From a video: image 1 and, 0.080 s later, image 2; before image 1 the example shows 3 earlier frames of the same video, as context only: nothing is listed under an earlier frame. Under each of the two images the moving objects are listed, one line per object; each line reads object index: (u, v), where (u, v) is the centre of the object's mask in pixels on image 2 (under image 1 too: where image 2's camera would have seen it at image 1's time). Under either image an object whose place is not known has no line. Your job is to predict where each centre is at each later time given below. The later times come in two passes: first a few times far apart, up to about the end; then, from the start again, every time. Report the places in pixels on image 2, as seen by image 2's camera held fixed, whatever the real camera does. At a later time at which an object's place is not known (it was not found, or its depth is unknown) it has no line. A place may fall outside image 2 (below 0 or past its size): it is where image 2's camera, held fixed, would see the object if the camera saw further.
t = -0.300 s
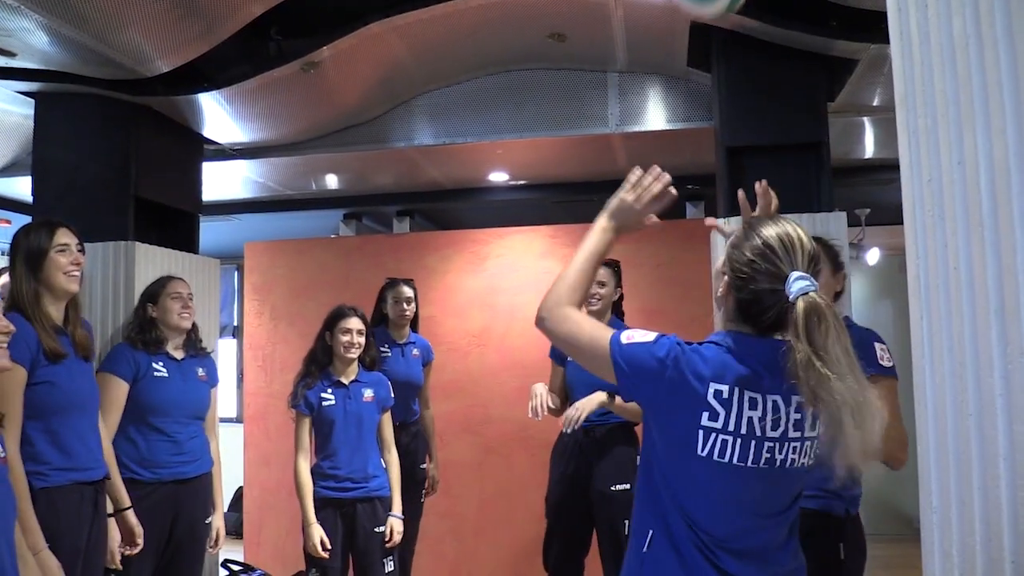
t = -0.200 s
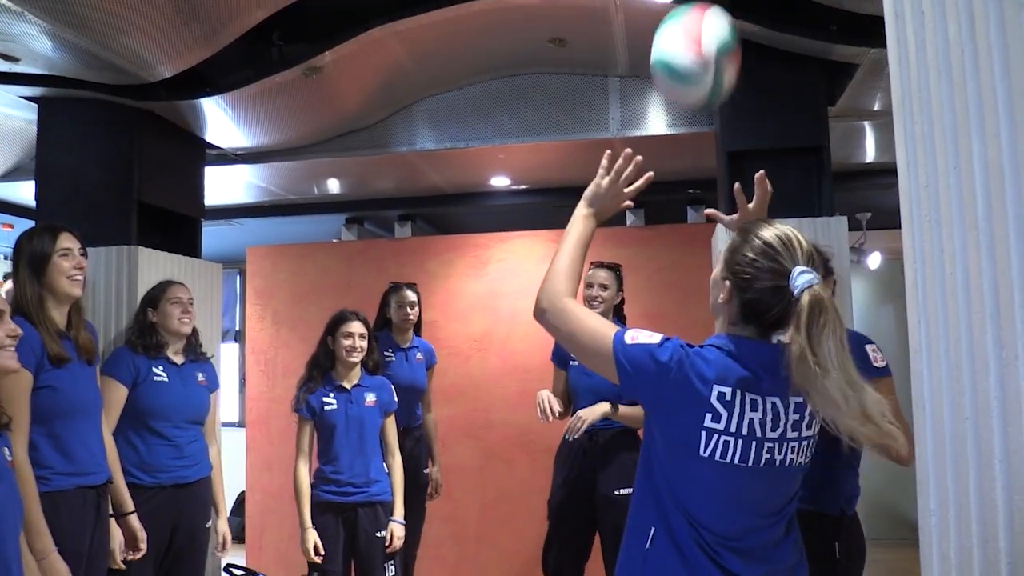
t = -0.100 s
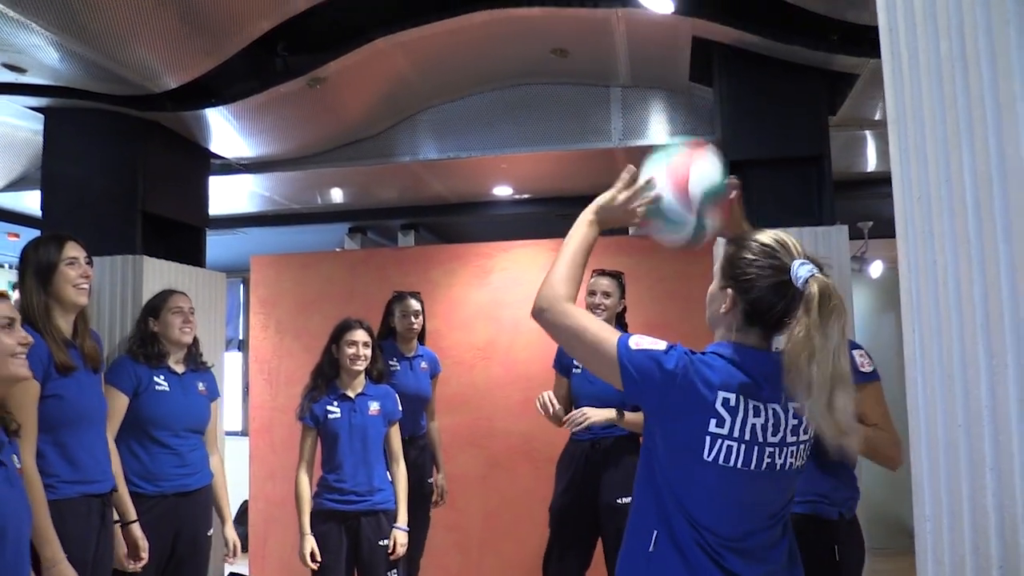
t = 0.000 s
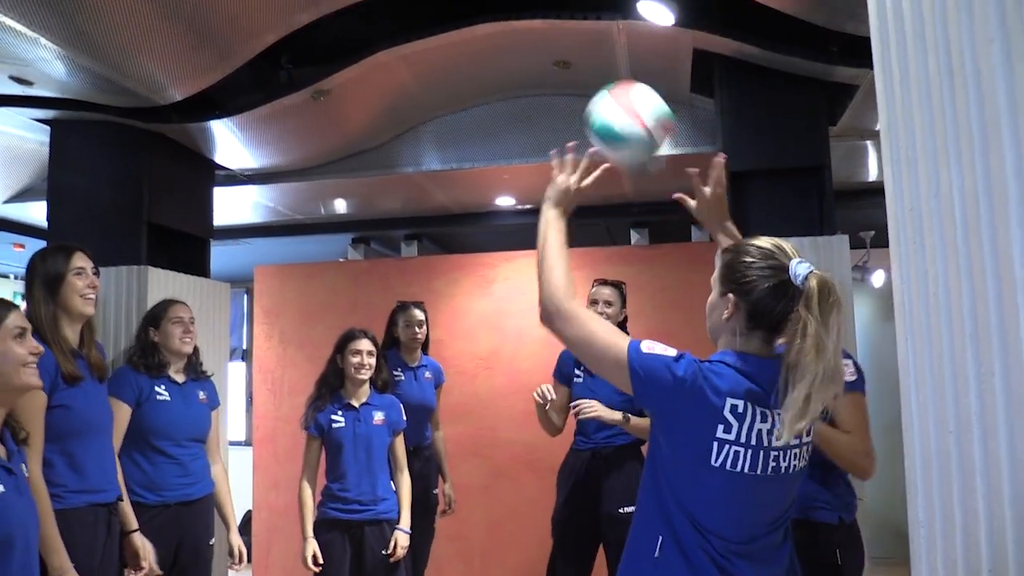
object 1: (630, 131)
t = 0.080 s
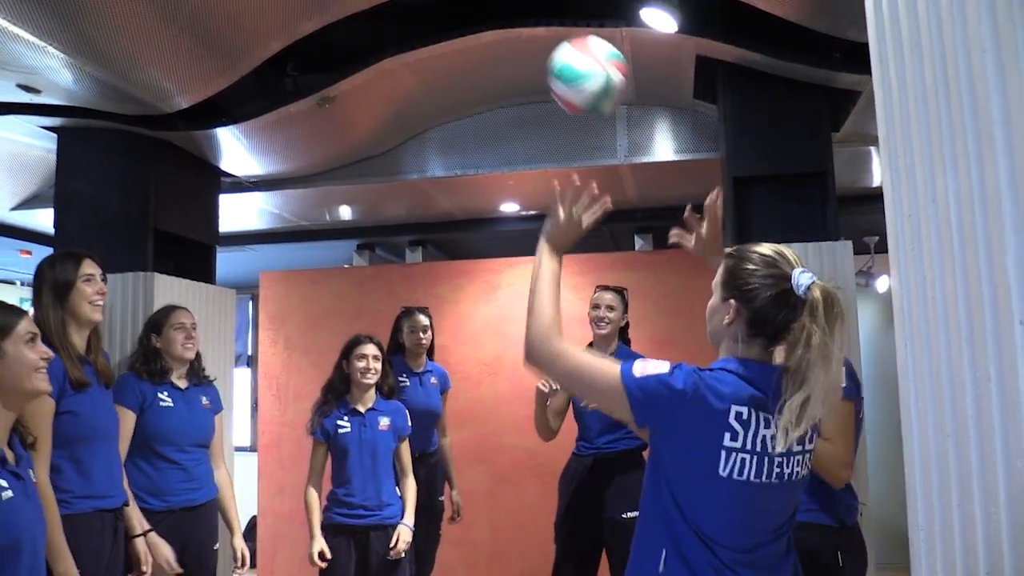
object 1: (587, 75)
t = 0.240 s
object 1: (518, 39)
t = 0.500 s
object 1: (440, 132)
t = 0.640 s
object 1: (408, 238)
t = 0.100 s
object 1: (577, 65)
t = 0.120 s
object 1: (568, 58)
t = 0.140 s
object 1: (559, 51)
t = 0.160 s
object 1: (550, 46)
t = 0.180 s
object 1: (542, 42)
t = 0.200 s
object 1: (533, 40)
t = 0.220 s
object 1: (525, 39)
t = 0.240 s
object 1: (518, 39)
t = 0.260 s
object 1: (510, 41)
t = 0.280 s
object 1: (504, 43)
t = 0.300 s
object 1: (497, 47)
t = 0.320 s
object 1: (491, 52)
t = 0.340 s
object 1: (484, 57)
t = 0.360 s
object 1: (478, 64)
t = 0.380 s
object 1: (472, 72)
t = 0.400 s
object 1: (466, 80)
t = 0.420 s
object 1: (461, 89)
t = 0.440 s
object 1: (455, 98)
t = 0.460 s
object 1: (450, 109)
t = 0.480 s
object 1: (445, 120)
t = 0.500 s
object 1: (440, 132)
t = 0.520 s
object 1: (435, 145)
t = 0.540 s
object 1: (431, 159)
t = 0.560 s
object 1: (426, 174)
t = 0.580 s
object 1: (421, 189)
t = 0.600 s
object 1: (417, 206)
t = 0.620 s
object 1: (412, 222)
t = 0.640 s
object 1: (408, 238)
